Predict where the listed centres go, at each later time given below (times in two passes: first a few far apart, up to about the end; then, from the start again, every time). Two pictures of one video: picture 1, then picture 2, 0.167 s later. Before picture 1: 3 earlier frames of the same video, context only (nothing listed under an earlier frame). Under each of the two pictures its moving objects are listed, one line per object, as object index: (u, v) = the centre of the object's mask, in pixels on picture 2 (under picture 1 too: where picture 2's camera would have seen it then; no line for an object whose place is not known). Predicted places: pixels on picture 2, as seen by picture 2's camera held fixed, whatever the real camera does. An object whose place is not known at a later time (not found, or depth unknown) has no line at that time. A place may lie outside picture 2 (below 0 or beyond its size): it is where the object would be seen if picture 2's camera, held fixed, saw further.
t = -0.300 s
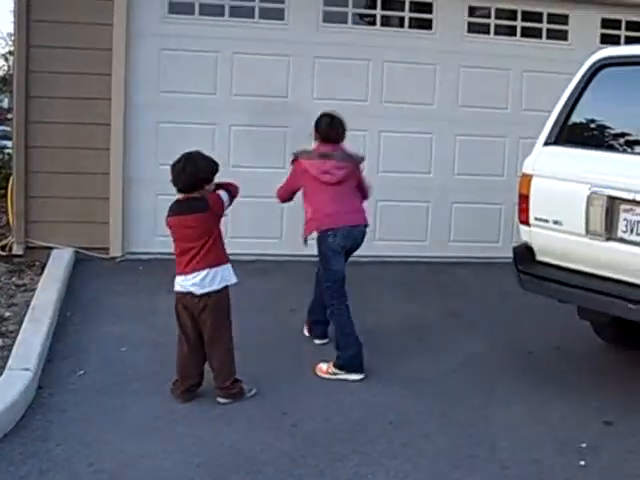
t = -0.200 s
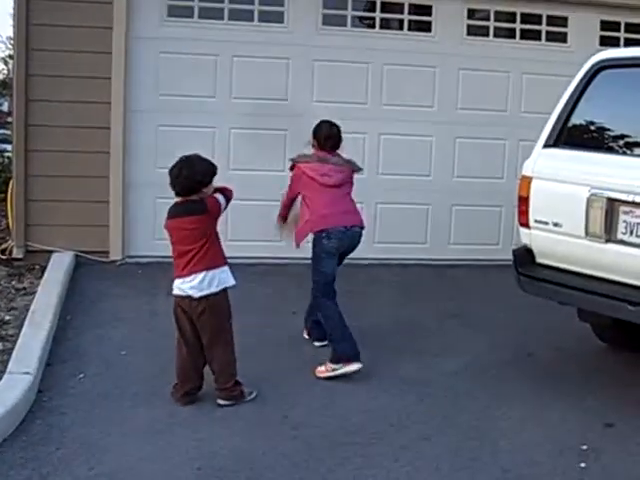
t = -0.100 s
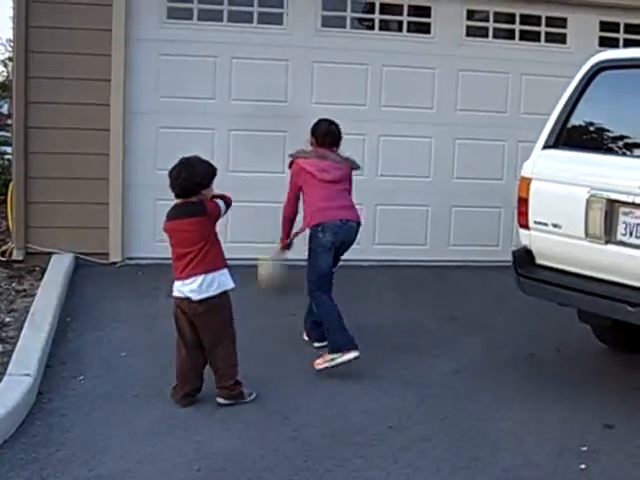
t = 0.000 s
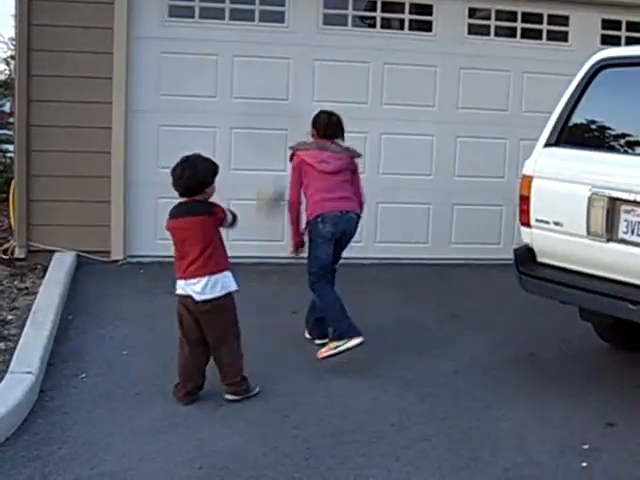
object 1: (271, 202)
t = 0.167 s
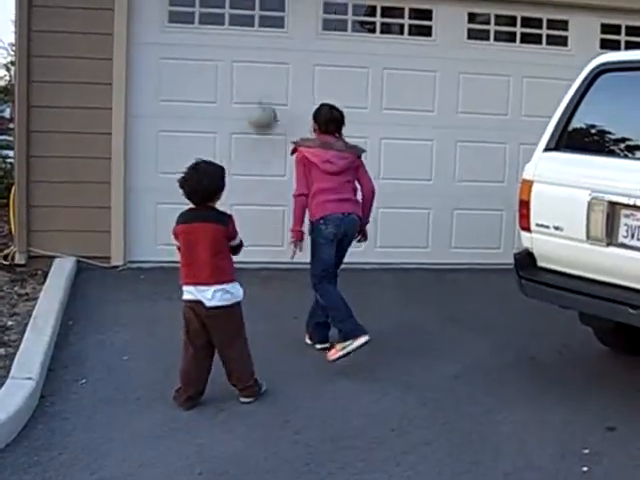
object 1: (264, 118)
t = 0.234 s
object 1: (258, 95)
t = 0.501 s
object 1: (244, 70)
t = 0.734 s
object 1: (242, 93)
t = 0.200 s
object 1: (261, 104)
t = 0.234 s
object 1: (258, 95)
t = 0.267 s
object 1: (256, 87)
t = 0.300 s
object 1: (256, 82)
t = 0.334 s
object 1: (253, 75)
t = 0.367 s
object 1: (251, 72)
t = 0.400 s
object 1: (248, 69)
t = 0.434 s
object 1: (247, 69)
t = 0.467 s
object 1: (245, 70)
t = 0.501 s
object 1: (244, 70)
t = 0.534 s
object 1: (243, 69)
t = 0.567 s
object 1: (243, 69)
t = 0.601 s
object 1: (243, 71)
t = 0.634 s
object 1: (242, 74)
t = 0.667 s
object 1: (242, 78)
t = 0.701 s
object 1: (241, 85)
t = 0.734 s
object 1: (242, 93)
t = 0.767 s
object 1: (242, 103)
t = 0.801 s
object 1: (241, 112)
